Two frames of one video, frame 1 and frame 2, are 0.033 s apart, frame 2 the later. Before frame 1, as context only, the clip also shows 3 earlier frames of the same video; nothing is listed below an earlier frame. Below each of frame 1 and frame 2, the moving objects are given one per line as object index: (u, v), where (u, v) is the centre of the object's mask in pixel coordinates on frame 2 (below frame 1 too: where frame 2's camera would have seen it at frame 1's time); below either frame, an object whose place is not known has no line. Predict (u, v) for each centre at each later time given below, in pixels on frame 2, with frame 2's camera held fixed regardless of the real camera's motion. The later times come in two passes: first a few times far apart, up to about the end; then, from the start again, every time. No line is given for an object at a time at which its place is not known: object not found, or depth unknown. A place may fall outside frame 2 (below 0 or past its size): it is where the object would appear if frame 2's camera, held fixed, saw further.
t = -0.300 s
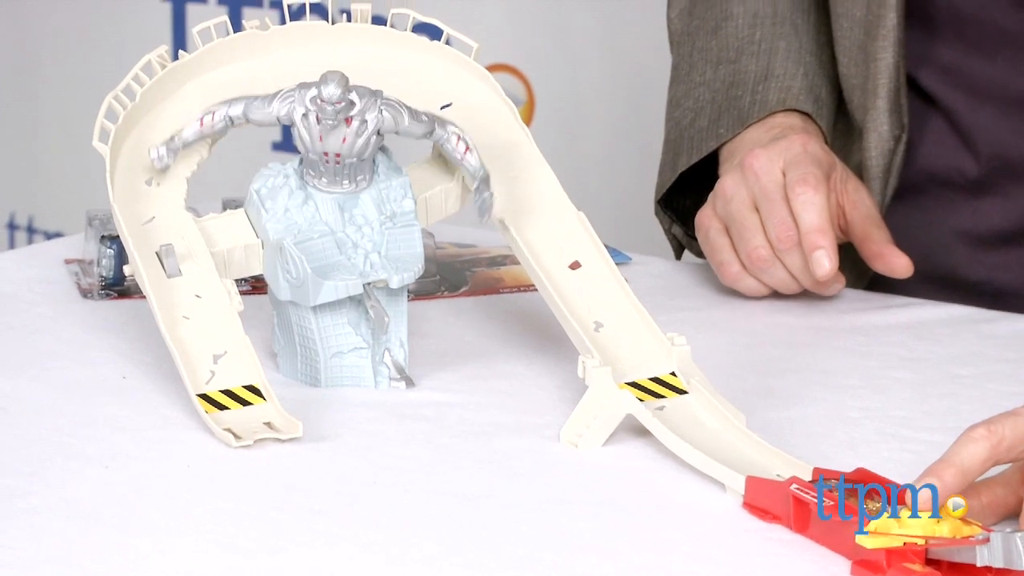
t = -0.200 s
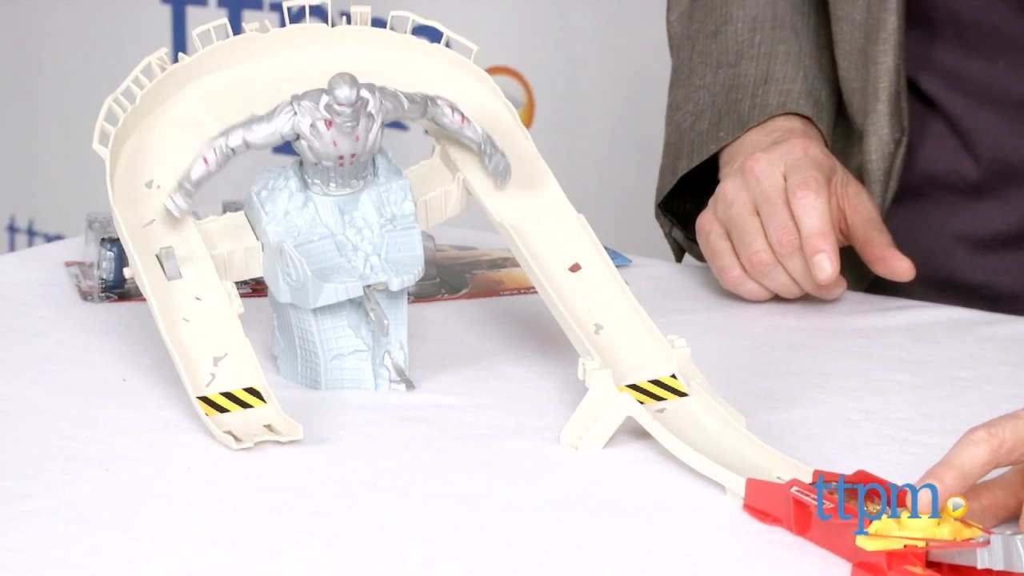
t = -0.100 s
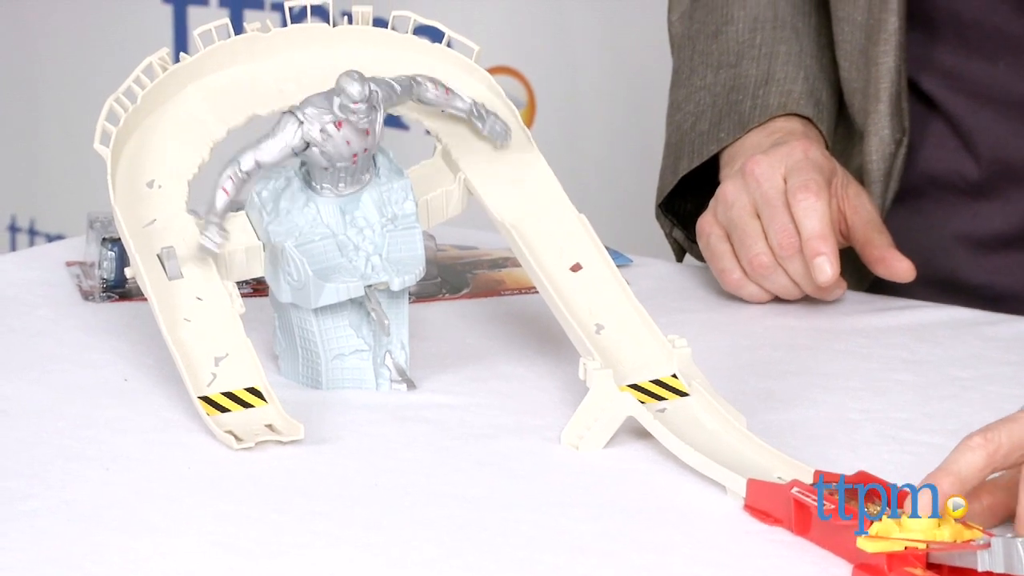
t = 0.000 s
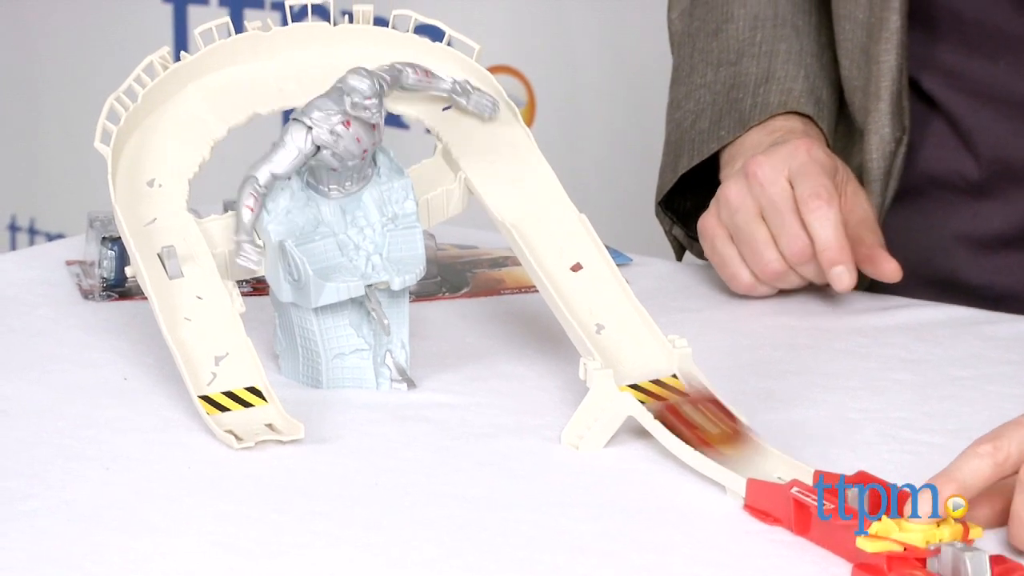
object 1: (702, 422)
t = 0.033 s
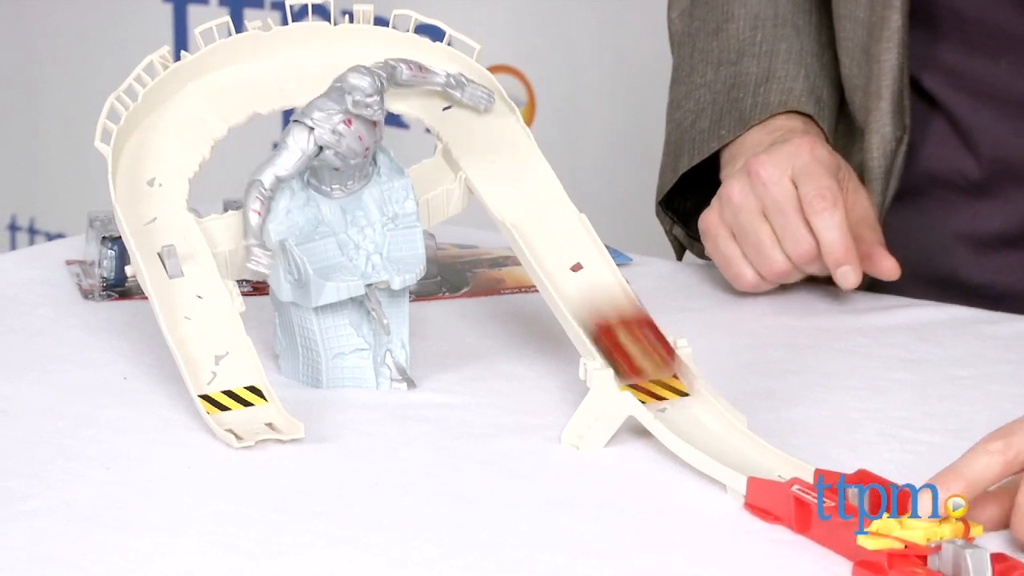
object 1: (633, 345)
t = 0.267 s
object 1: (475, 221)
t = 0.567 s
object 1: (353, 423)
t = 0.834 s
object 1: (331, 476)
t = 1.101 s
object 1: (329, 481)
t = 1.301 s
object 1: (329, 479)
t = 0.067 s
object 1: (574, 263)
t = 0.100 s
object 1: (518, 177)
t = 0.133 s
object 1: (474, 119)
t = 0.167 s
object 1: (469, 126)
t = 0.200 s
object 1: (472, 155)
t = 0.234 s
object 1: (473, 182)
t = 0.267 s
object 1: (475, 221)
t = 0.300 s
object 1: (476, 286)
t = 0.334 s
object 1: (474, 374)
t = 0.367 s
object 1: (464, 358)
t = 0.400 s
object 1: (449, 352)
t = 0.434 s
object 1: (431, 379)
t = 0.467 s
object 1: (413, 406)
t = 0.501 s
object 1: (392, 392)
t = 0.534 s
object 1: (371, 399)
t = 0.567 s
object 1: (353, 423)
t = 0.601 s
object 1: (345, 429)
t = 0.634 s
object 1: (339, 435)
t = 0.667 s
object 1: (334, 454)
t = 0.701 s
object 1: (335, 457)
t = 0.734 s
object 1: (336, 466)
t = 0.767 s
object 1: (334, 468)
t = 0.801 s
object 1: (332, 472)
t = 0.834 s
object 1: (331, 476)
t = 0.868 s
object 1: (330, 478)
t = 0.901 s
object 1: (330, 480)
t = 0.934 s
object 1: (330, 480)
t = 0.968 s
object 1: (329, 481)
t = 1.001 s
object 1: (329, 480)
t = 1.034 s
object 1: (329, 480)
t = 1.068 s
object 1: (329, 481)
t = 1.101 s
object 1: (329, 481)
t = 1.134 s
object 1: (329, 480)
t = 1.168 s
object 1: (329, 480)
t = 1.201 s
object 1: (329, 480)
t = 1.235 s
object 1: (329, 480)
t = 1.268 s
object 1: (329, 480)
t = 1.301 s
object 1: (329, 479)
